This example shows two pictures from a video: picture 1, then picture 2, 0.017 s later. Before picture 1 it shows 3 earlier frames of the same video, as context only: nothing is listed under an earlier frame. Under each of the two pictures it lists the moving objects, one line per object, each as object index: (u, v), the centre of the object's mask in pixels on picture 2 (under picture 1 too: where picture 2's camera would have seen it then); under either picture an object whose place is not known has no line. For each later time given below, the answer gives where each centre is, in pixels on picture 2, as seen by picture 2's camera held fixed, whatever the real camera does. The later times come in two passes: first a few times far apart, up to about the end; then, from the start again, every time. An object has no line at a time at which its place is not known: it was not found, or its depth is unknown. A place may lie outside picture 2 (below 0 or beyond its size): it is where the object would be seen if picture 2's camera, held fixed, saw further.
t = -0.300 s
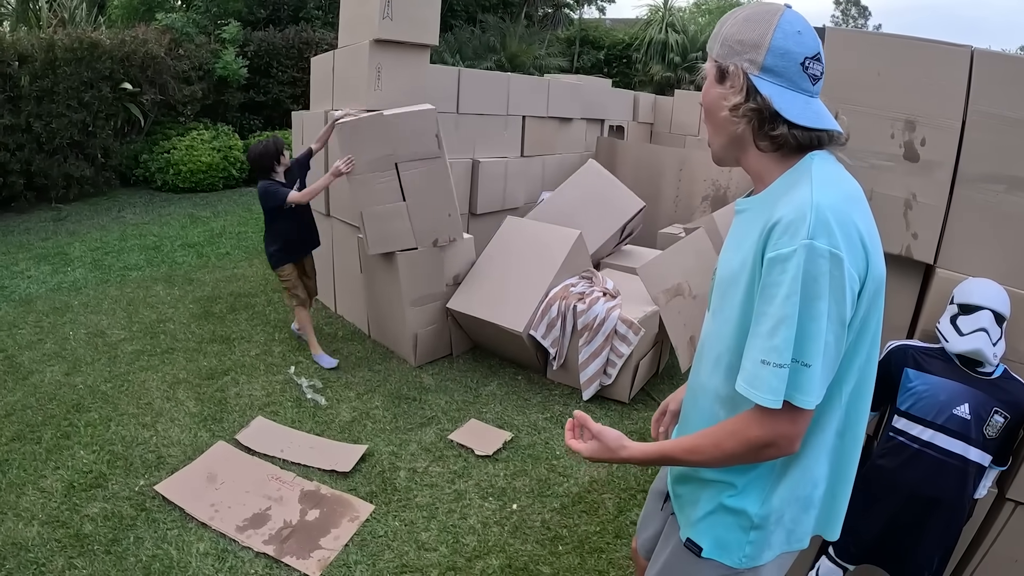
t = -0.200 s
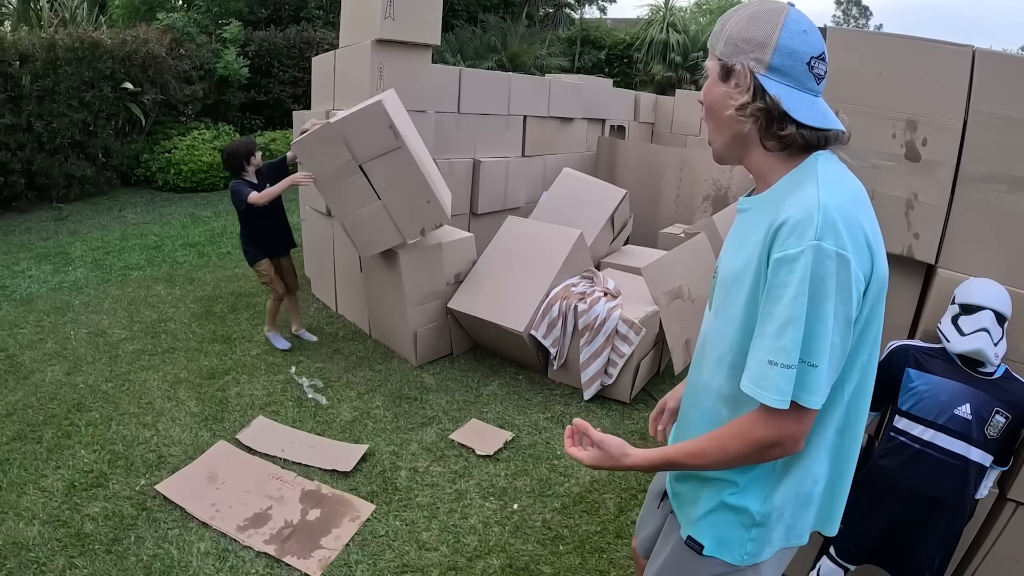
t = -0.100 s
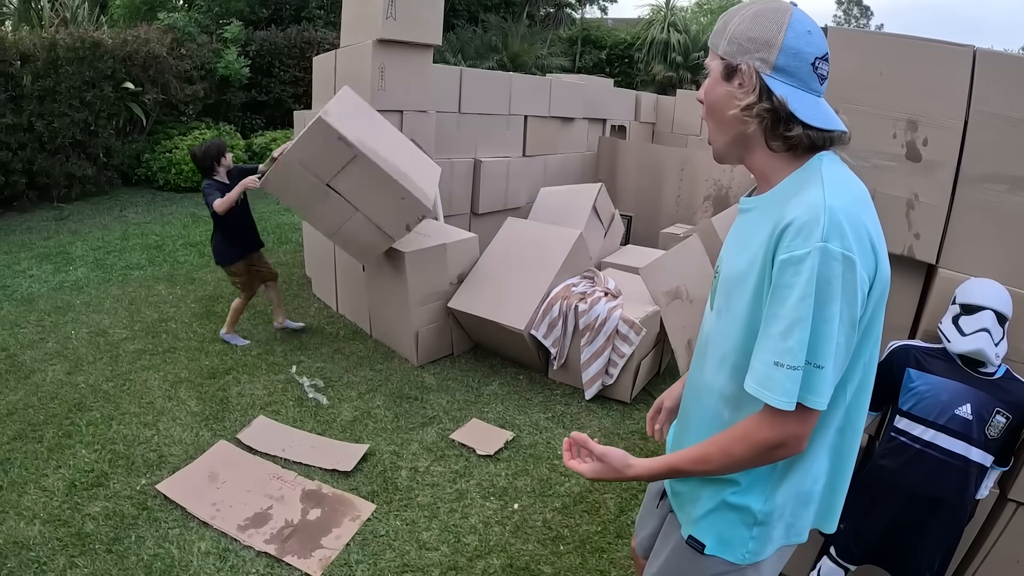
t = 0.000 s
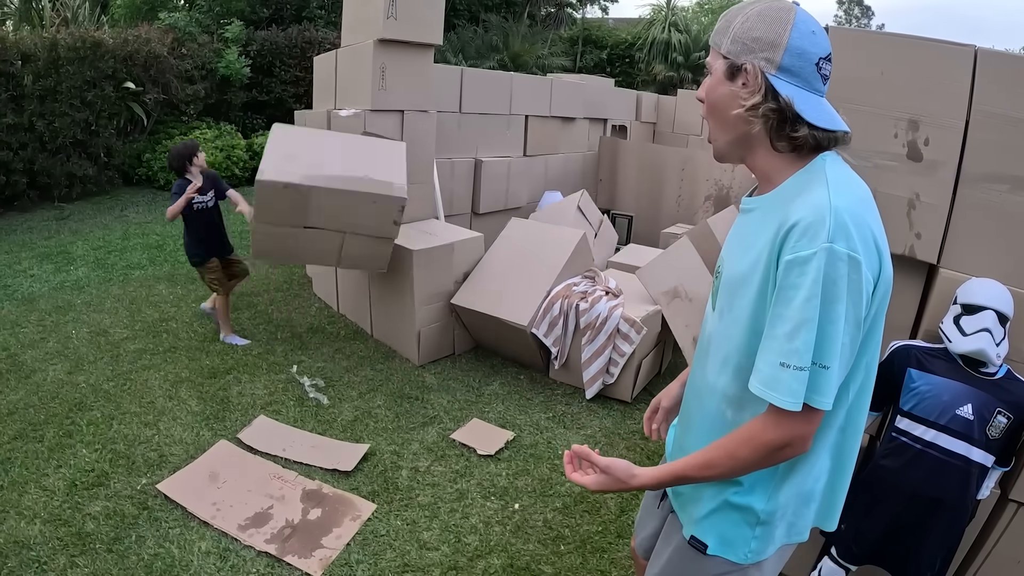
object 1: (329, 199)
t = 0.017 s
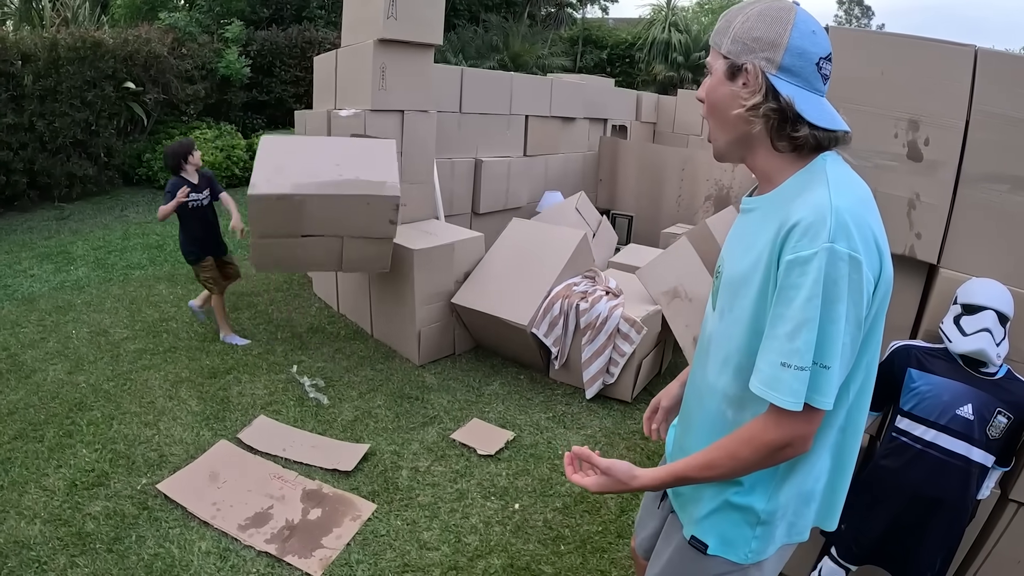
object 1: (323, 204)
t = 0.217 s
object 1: (277, 296)
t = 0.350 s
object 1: (234, 311)
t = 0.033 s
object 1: (318, 210)
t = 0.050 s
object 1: (313, 216)
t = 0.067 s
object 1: (308, 224)
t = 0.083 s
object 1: (304, 231)
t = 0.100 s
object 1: (300, 238)
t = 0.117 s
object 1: (296, 246)
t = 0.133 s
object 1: (293, 254)
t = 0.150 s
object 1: (290, 262)
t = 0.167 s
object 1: (287, 271)
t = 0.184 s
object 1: (283, 279)
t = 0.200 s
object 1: (280, 288)
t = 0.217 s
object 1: (277, 296)
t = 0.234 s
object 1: (273, 301)
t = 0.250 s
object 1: (269, 305)
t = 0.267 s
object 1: (264, 307)
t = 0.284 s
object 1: (258, 309)
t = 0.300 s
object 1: (252, 309)
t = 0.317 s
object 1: (246, 310)
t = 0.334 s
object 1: (240, 311)
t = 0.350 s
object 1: (234, 311)
